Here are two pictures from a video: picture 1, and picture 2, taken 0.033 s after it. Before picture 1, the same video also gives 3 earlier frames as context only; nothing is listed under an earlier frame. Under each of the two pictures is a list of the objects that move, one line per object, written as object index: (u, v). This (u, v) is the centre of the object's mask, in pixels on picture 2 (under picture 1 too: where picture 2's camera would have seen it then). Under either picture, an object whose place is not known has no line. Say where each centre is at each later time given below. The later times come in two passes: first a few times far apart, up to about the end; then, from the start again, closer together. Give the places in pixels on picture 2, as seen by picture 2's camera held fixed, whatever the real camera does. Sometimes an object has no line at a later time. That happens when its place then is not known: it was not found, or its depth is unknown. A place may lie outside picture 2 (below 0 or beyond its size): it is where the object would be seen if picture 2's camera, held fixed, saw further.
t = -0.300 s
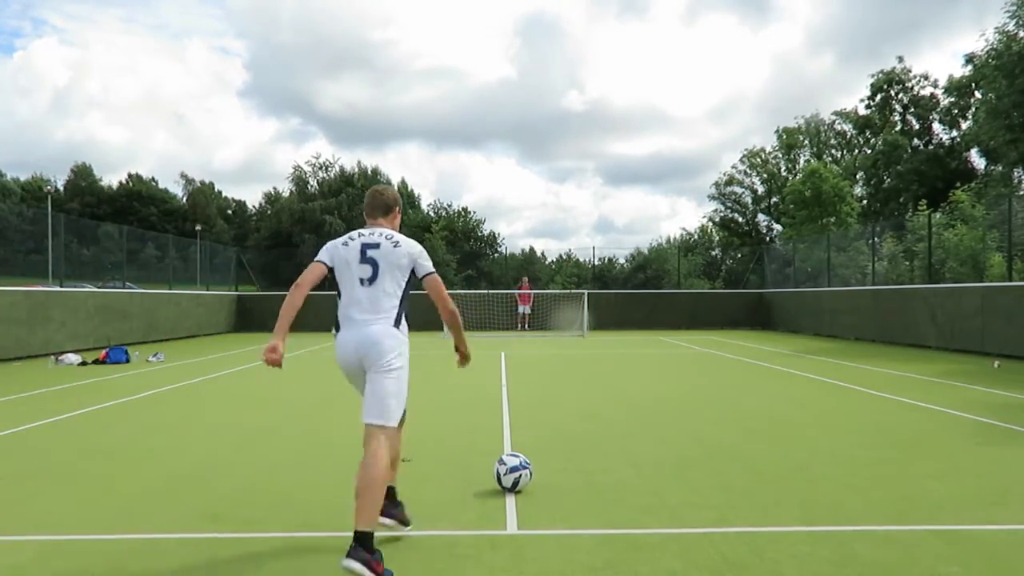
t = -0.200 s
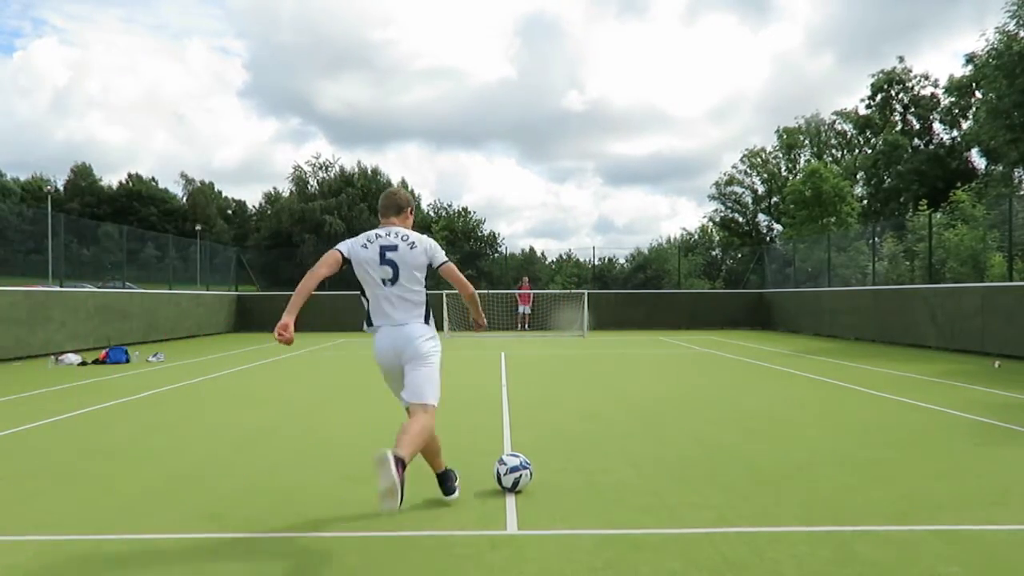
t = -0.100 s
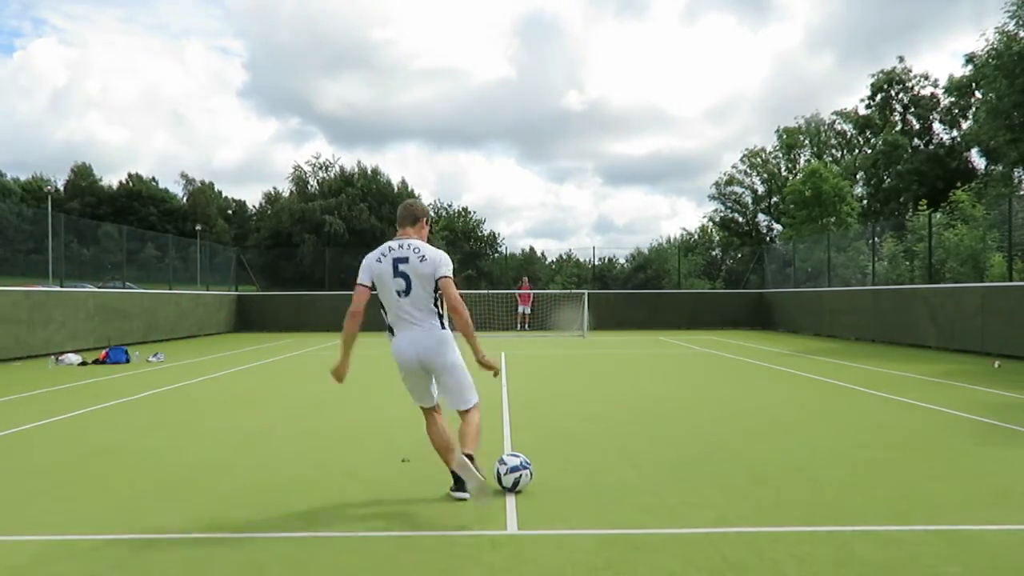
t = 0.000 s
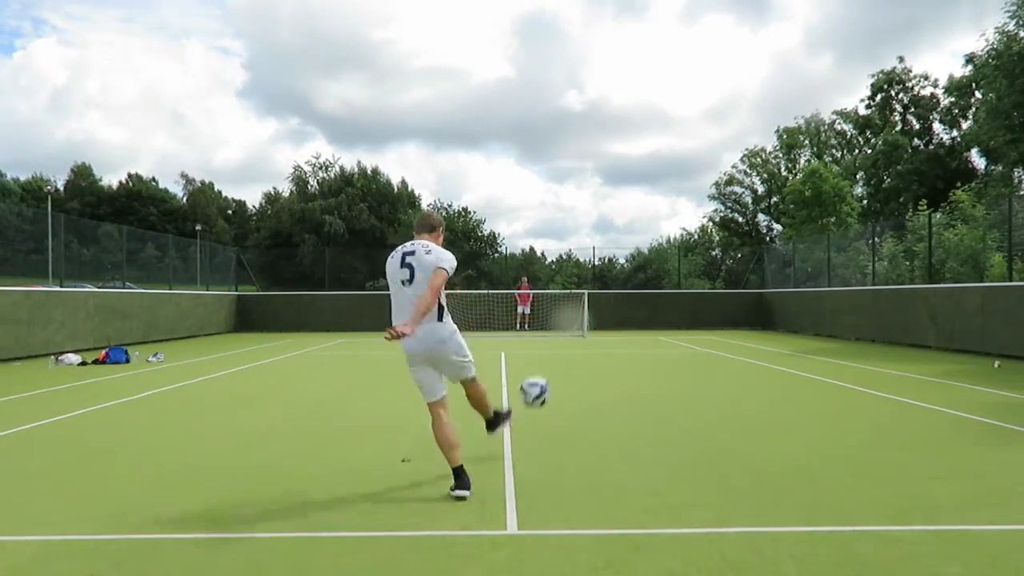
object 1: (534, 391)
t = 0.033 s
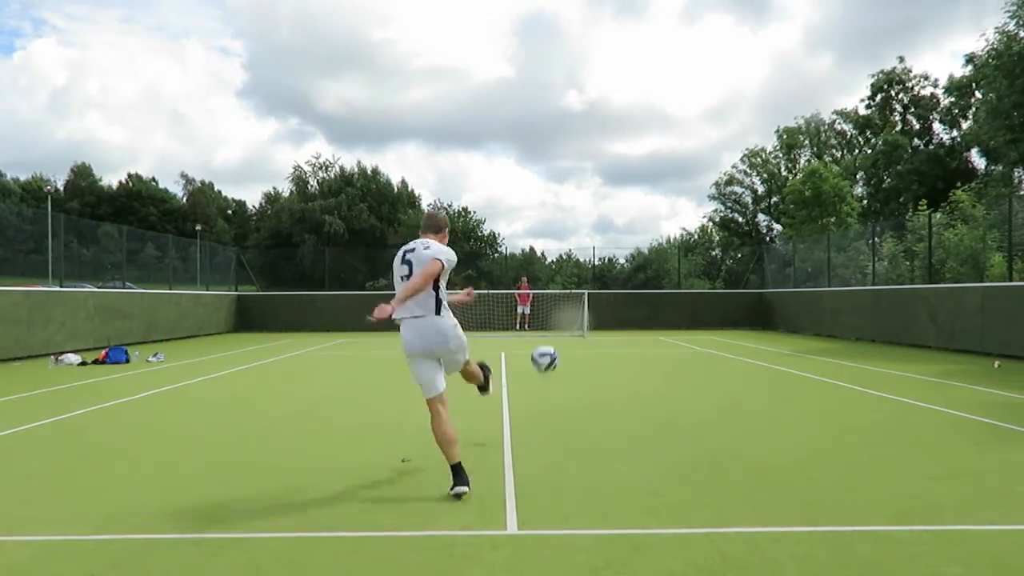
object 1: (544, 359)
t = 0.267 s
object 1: (586, 256)
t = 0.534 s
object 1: (607, 233)
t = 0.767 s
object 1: (611, 238)
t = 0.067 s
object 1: (553, 333)
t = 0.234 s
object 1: (582, 263)
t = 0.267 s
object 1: (586, 256)
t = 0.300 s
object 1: (590, 250)
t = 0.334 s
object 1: (593, 246)
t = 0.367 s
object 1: (596, 242)
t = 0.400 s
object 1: (599, 239)
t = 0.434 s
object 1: (602, 237)
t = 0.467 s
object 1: (604, 234)
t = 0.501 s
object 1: (605, 234)
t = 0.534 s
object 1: (607, 233)
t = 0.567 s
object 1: (608, 232)
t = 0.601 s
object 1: (609, 232)
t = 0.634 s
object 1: (610, 233)
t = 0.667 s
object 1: (610, 233)
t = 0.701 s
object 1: (611, 235)
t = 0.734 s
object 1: (612, 237)
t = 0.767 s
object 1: (611, 238)
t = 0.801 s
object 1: (612, 240)
